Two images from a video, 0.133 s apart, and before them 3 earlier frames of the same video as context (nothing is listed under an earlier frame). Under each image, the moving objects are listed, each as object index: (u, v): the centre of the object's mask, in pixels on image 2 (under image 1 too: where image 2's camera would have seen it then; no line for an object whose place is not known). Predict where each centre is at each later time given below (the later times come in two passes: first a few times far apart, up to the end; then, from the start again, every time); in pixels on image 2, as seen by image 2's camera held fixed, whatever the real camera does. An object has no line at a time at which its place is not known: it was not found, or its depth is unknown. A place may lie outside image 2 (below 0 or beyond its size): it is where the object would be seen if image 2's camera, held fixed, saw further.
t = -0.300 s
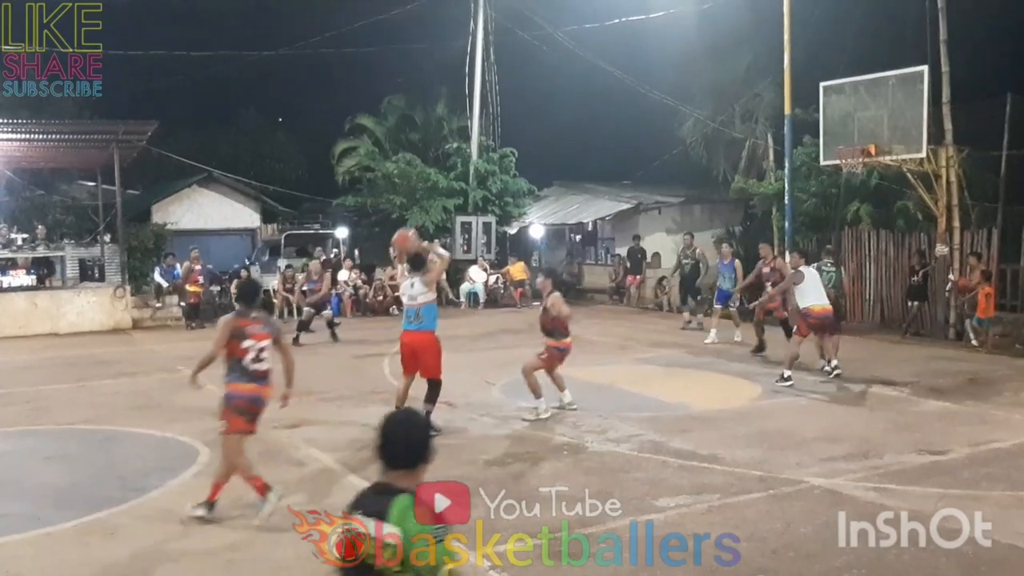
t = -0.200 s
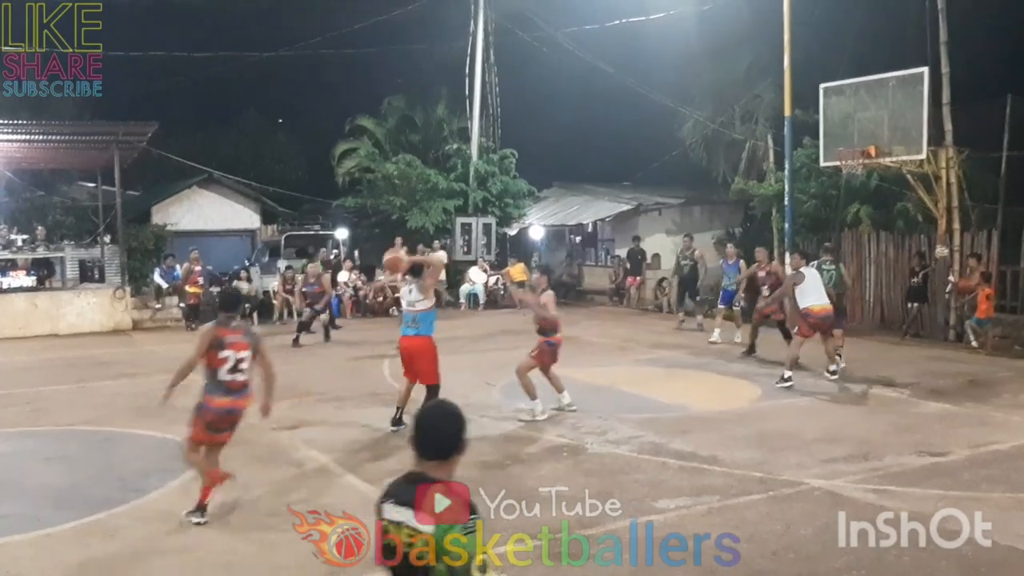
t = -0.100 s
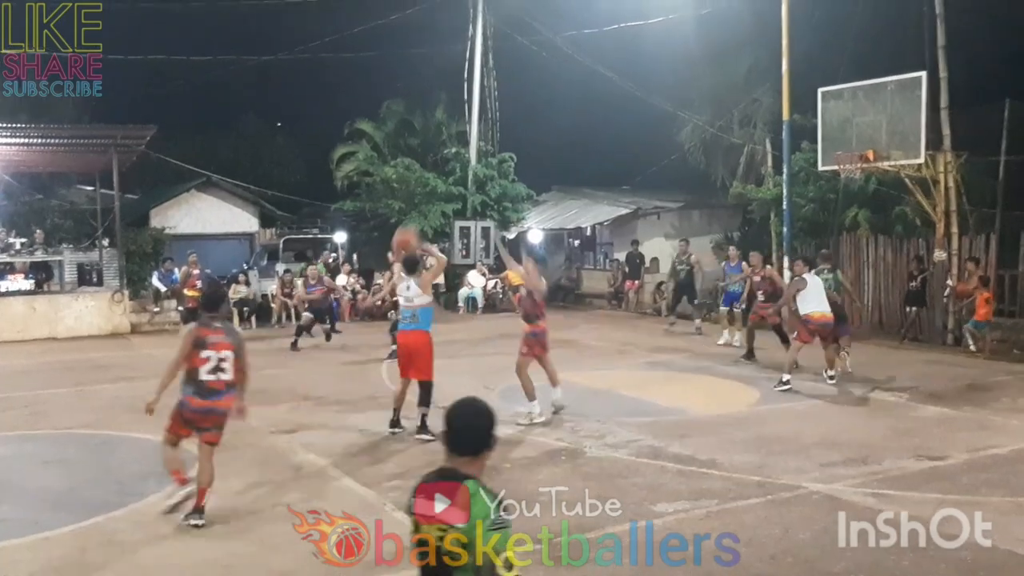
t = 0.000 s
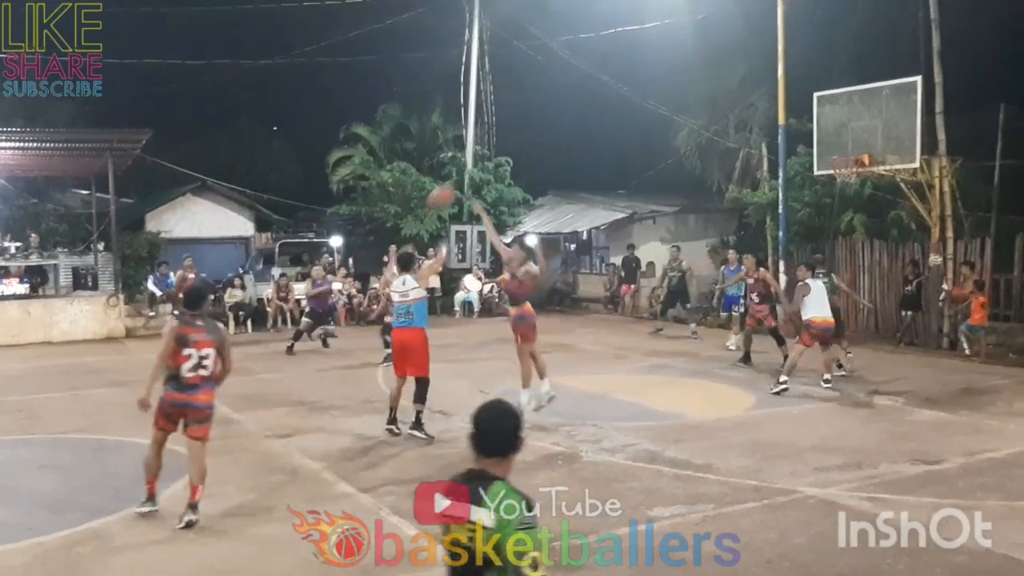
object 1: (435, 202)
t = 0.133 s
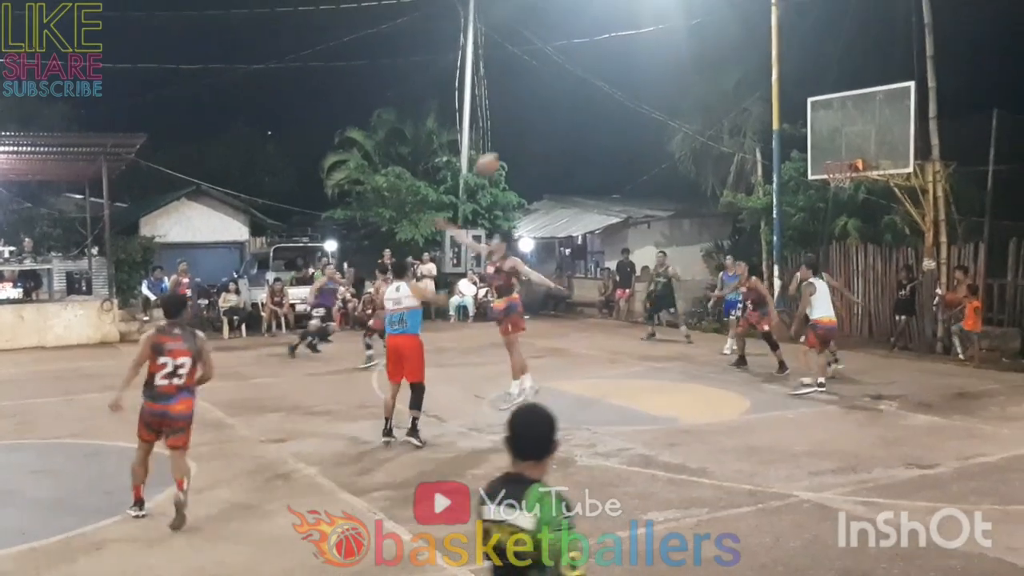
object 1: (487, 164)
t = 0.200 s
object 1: (510, 152)
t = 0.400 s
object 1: (562, 145)
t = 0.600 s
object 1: (604, 164)
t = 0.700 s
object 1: (621, 180)
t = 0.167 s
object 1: (498, 157)
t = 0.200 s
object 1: (510, 152)
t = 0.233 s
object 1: (519, 149)
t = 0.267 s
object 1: (528, 147)
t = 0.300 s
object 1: (538, 145)
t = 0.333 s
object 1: (546, 145)
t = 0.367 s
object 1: (554, 145)
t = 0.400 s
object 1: (562, 145)
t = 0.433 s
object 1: (570, 147)
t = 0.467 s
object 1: (577, 150)
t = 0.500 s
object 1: (584, 153)
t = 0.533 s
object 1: (591, 156)
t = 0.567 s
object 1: (597, 160)
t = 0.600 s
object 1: (604, 164)
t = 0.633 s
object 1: (610, 169)
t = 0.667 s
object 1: (616, 175)
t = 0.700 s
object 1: (621, 180)
